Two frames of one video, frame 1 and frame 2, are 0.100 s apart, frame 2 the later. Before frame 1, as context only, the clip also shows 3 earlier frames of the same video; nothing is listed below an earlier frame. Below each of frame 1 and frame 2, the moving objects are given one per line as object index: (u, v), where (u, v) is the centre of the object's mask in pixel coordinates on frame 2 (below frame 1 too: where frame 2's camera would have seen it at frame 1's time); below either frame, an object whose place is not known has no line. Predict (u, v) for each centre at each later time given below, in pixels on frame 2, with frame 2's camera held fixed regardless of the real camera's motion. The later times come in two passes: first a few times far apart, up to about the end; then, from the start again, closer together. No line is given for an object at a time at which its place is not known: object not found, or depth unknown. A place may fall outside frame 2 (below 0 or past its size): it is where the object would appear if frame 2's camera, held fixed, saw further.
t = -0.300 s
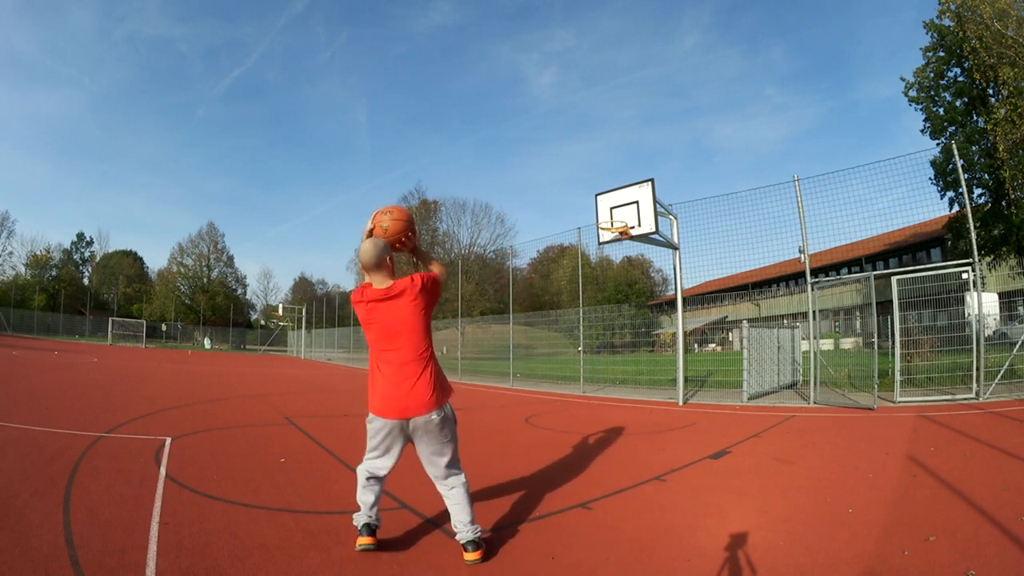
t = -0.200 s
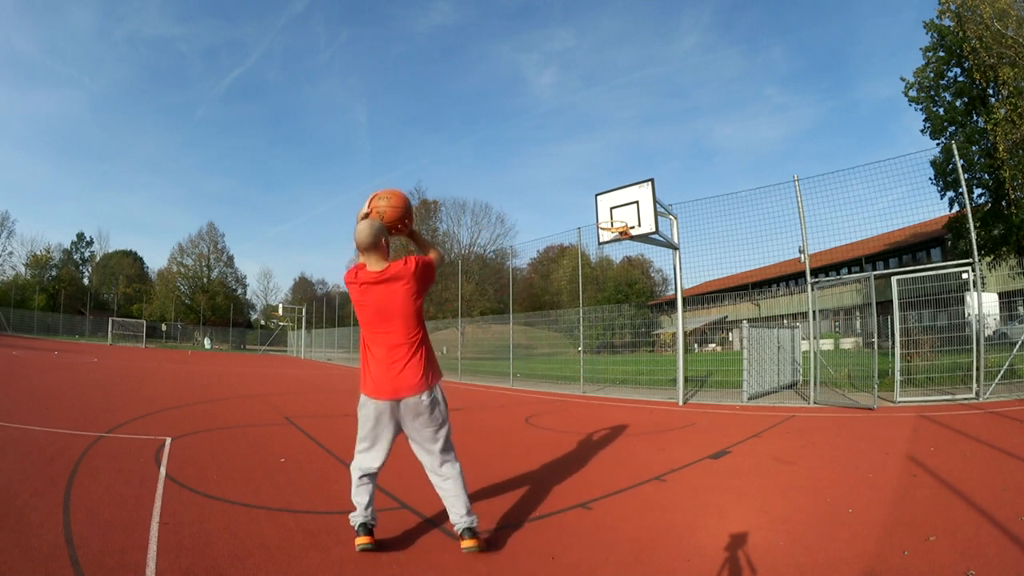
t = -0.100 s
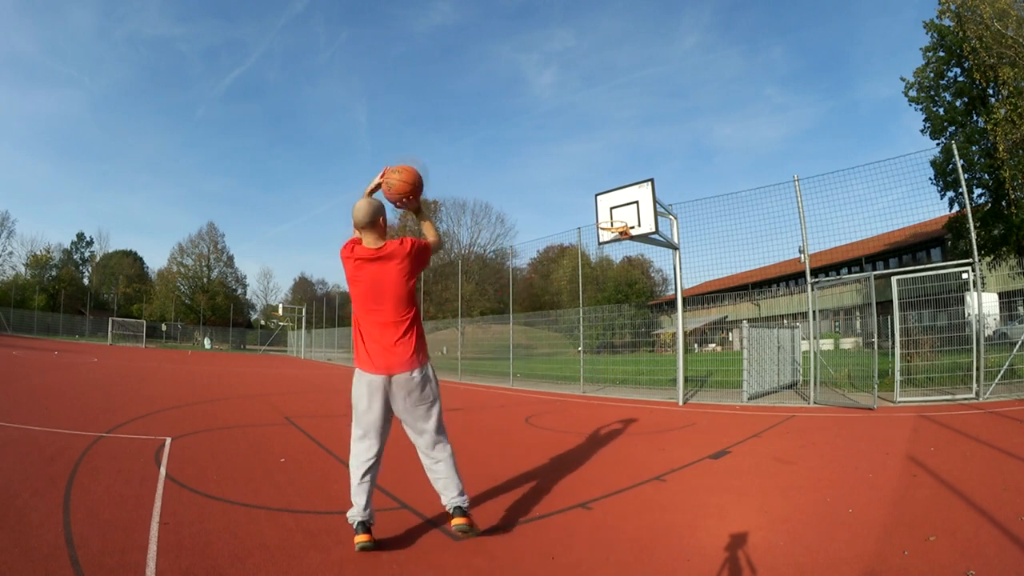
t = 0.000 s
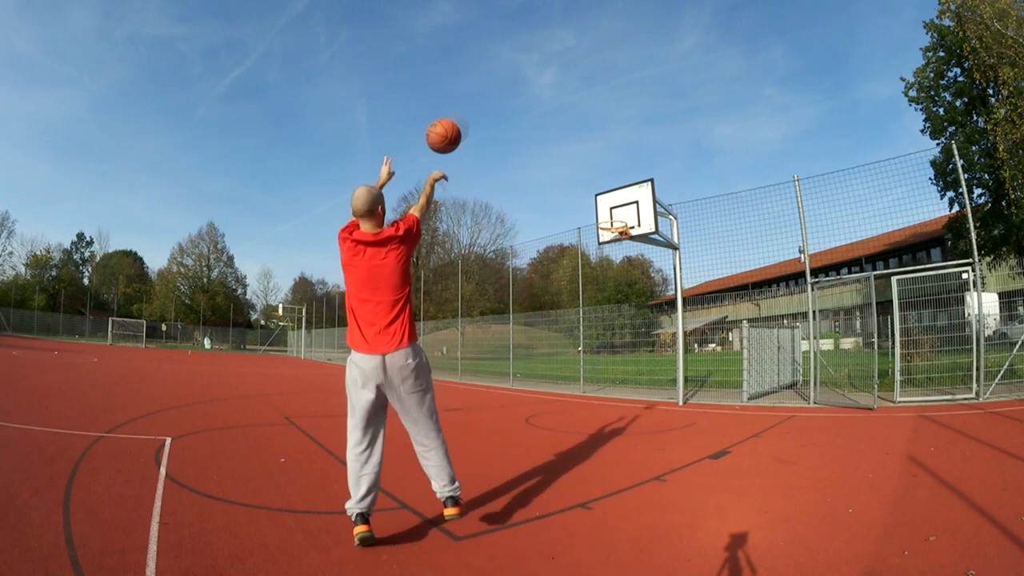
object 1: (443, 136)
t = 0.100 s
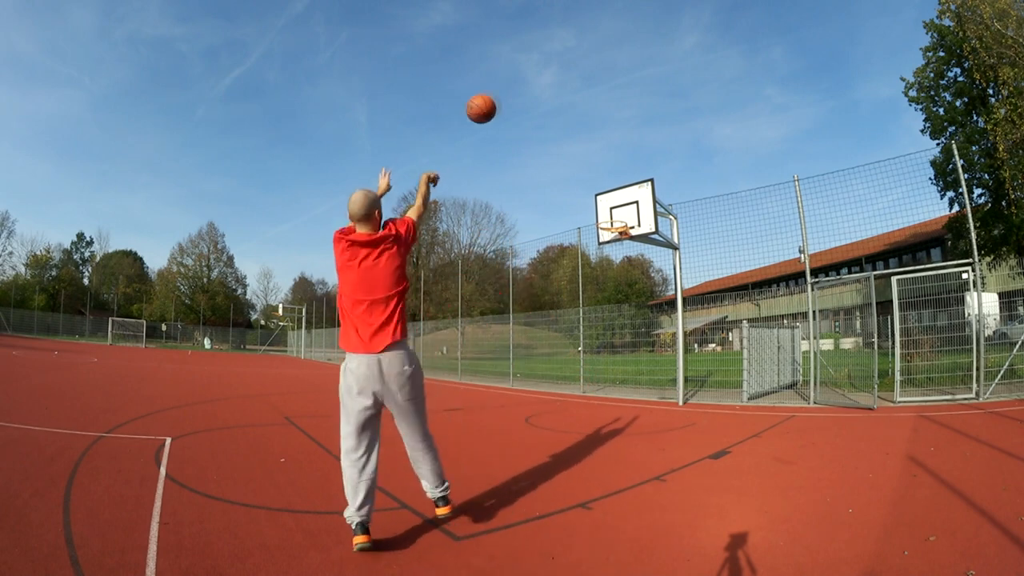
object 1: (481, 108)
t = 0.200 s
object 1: (508, 98)
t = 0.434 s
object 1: (552, 110)
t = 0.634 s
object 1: (578, 145)
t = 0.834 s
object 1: (597, 196)
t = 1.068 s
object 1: (613, 215)
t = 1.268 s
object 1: (591, 213)
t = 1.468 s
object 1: (568, 233)
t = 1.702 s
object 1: (539, 295)
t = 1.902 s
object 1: (512, 383)
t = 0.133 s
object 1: (492, 103)
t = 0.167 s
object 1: (500, 100)
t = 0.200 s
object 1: (508, 98)
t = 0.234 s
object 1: (517, 97)
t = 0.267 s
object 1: (524, 97)
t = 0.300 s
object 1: (530, 98)
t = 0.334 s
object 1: (536, 100)
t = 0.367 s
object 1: (542, 103)
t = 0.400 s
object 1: (547, 106)
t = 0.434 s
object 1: (552, 110)
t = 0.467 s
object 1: (557, 114)
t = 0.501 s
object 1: (561, 119)
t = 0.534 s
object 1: (566, 125)
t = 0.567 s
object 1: (570, 131)
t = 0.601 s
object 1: (573, 137)
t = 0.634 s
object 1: (578, 145)
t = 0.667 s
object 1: (581, 152)
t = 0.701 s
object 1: (584, 159)
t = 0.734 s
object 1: (589, 169)
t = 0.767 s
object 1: (591, 177)
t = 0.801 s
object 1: (594, 186)
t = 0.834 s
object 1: (597, 196)
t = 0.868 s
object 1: (600, 204)
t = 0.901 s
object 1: (603, 215)
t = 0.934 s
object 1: (605, 214)
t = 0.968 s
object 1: (607, 214)
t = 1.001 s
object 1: (609, 213)
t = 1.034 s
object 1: (611, 214)
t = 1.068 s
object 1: (613, 215)
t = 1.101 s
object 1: (611, 214)
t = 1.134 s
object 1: (606, 212)
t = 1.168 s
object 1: (602, 211)
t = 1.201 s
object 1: (599, 211)
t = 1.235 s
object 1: (595, 212)
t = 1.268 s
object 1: (591, 213)
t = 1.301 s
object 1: (587, 214)
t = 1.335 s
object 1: (583, 217)
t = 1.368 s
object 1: (579, 220)
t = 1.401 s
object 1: (576, 224)
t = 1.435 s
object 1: (572, 229)
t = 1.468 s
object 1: (568, 233)
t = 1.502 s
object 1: (564, 240)
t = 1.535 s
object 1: (559, 248)
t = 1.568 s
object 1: (555, 255)
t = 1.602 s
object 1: (552, 263)
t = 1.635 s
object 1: (547, 274)
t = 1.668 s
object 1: (543, 285)
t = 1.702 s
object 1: (539, 295)
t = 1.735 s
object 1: (534, 310)
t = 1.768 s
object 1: (530, 322)
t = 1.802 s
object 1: (526, 335)
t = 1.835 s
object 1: (520, 352)
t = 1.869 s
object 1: (516, 368)
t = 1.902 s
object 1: (512, 383)
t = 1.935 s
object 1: (506, 404)
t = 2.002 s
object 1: (500, 408)
